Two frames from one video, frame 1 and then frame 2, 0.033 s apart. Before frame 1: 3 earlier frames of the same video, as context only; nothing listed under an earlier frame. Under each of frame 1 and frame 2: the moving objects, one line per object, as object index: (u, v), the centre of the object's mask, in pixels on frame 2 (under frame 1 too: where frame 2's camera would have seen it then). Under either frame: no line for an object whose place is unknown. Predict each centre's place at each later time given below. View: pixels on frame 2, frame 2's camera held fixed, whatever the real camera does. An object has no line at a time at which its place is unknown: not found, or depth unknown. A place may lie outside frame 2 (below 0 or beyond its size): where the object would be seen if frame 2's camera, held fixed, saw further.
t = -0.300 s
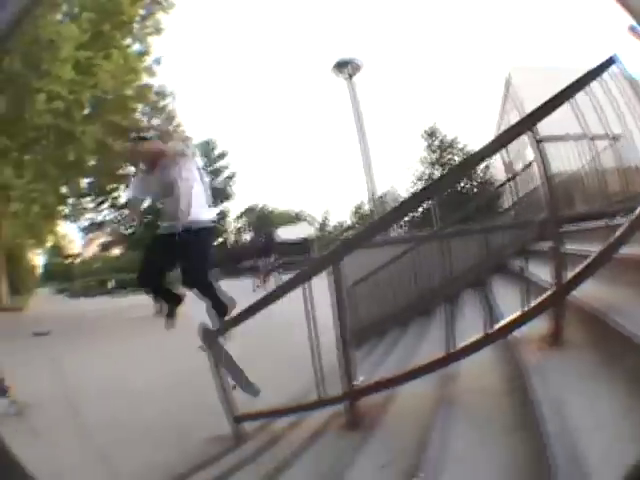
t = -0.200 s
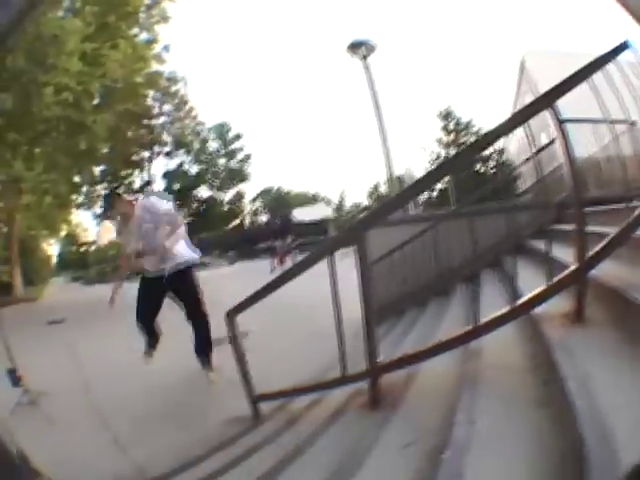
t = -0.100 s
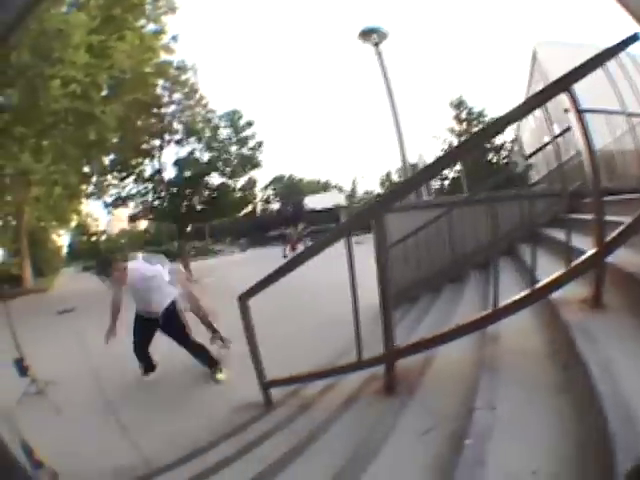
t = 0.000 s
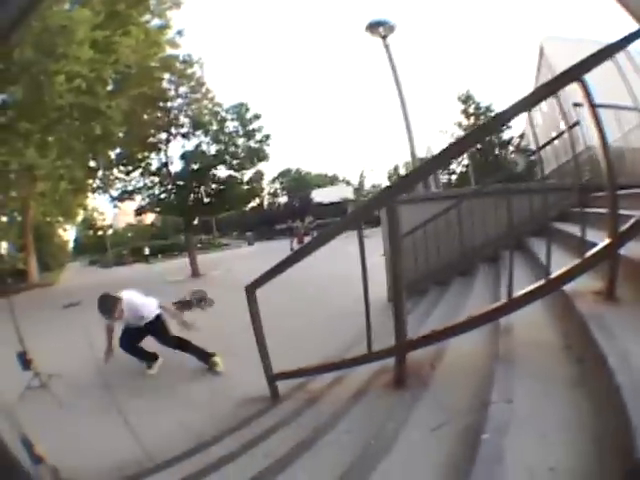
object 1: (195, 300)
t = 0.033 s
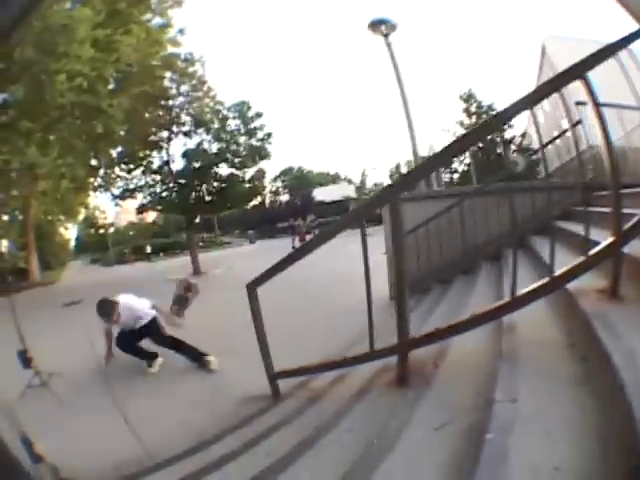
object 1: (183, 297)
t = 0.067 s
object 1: (175, 298)
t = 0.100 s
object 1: (169, 300)
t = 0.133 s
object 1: (165, 303)
